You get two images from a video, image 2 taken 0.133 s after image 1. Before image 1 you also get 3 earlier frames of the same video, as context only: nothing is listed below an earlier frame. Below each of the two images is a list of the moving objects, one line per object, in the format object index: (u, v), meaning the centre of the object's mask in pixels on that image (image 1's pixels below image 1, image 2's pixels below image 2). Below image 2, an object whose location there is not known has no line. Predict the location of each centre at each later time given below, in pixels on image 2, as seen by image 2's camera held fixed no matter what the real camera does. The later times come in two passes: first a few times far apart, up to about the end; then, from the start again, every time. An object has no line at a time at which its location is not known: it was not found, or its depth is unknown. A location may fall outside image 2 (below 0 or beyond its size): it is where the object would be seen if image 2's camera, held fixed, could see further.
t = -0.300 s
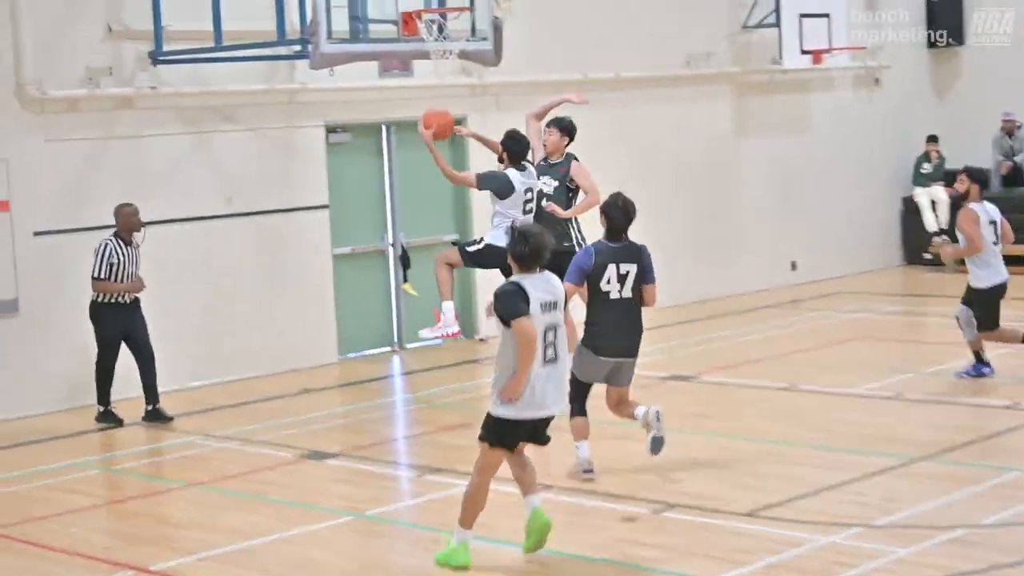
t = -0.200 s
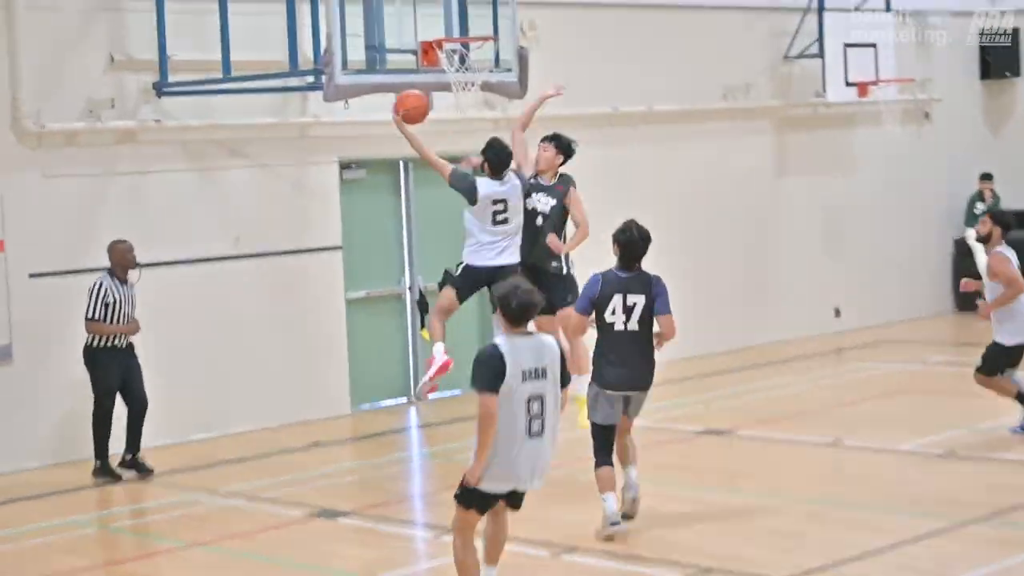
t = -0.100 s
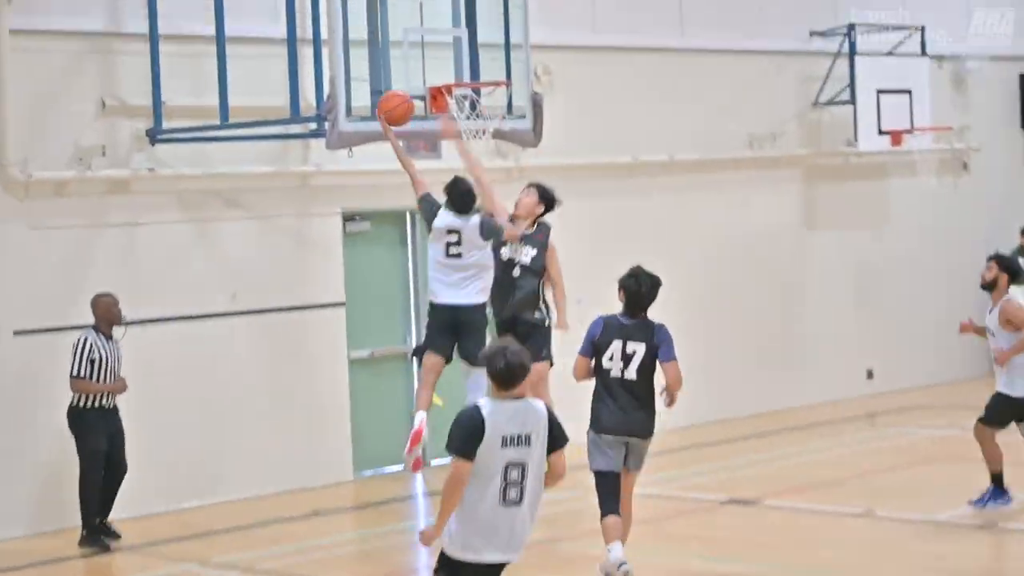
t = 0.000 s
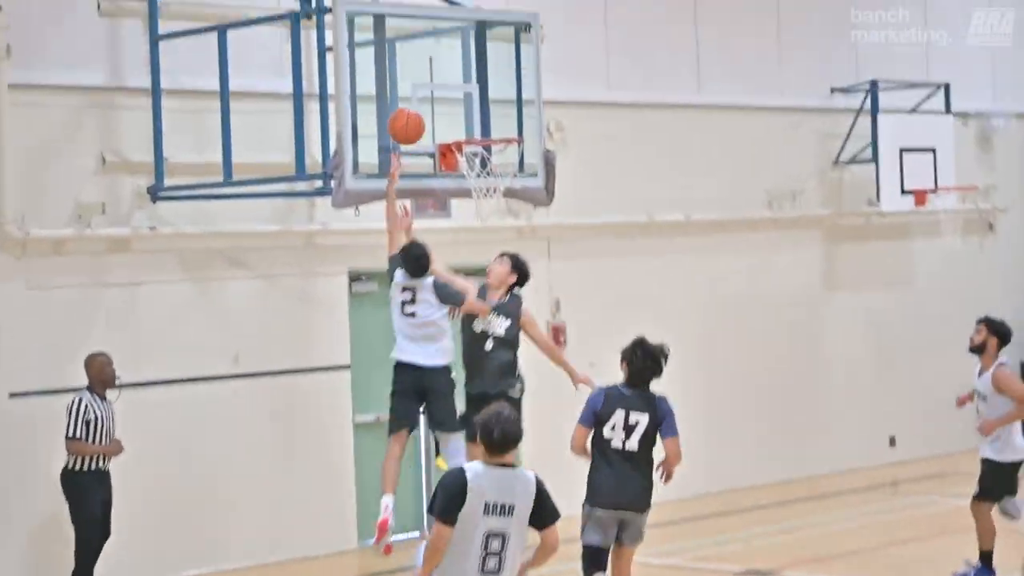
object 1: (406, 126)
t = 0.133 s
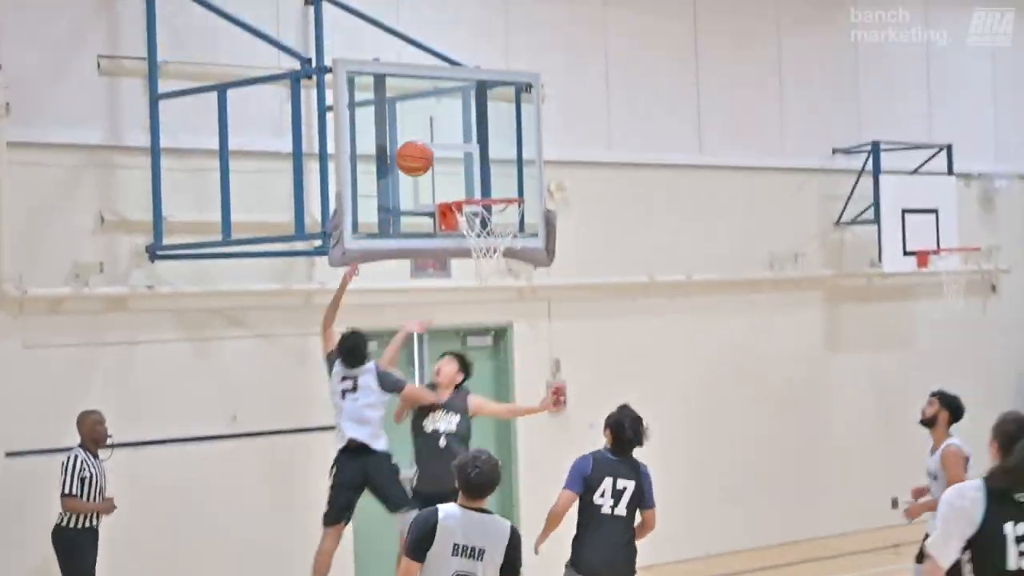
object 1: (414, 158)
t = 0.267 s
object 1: (434, 150)
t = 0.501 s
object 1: (486, 186)
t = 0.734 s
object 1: (517, 257)
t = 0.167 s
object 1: (416, 155)
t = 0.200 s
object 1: (419, 153)
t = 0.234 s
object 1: (427, 151)
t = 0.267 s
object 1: (434, 150)
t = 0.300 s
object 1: (441, 151)
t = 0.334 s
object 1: (449, 154)
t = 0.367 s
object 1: (456, 158)
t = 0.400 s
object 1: (464, 164)
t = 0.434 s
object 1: (471, 171)
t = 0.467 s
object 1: (479, 180)
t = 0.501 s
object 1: (486, 186)
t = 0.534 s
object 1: (494, 204)
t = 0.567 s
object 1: (502, 218)
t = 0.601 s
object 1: (509, 231)
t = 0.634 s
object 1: (513, 237)
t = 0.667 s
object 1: (516, 243)
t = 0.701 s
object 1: (516, 250)
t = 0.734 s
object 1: (517, 257)
